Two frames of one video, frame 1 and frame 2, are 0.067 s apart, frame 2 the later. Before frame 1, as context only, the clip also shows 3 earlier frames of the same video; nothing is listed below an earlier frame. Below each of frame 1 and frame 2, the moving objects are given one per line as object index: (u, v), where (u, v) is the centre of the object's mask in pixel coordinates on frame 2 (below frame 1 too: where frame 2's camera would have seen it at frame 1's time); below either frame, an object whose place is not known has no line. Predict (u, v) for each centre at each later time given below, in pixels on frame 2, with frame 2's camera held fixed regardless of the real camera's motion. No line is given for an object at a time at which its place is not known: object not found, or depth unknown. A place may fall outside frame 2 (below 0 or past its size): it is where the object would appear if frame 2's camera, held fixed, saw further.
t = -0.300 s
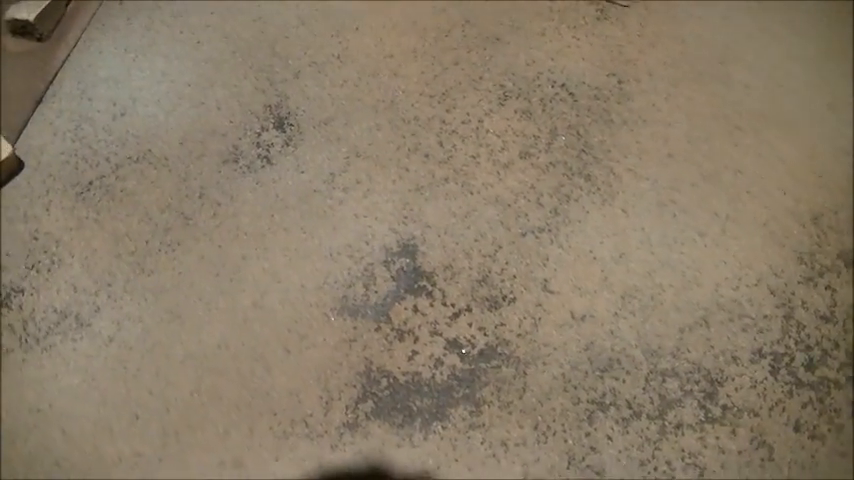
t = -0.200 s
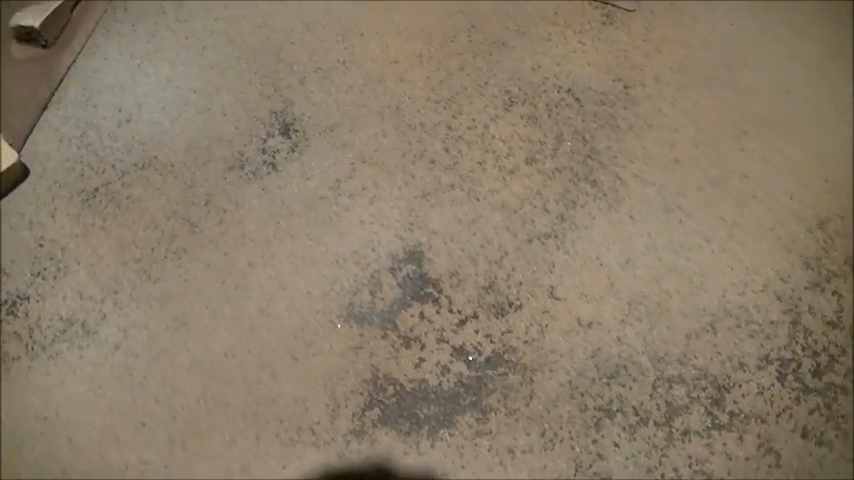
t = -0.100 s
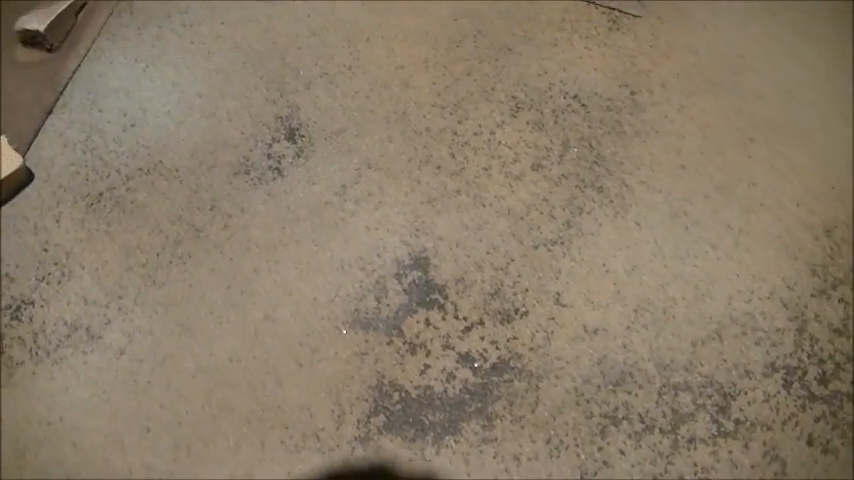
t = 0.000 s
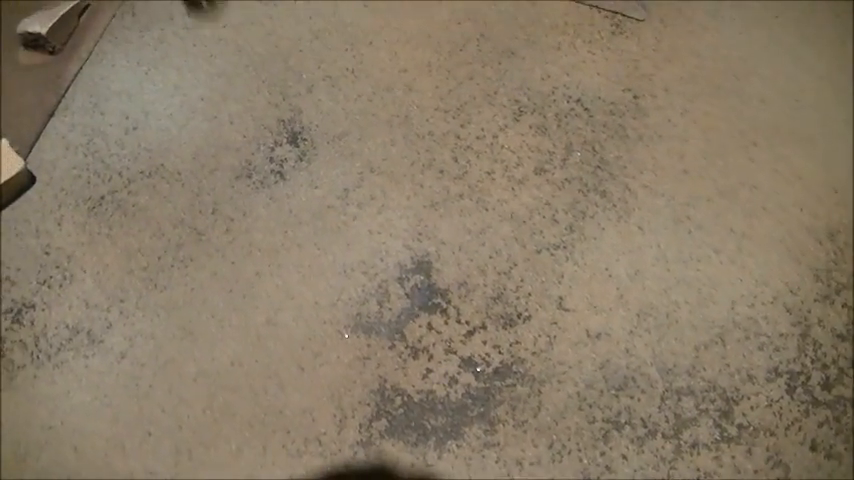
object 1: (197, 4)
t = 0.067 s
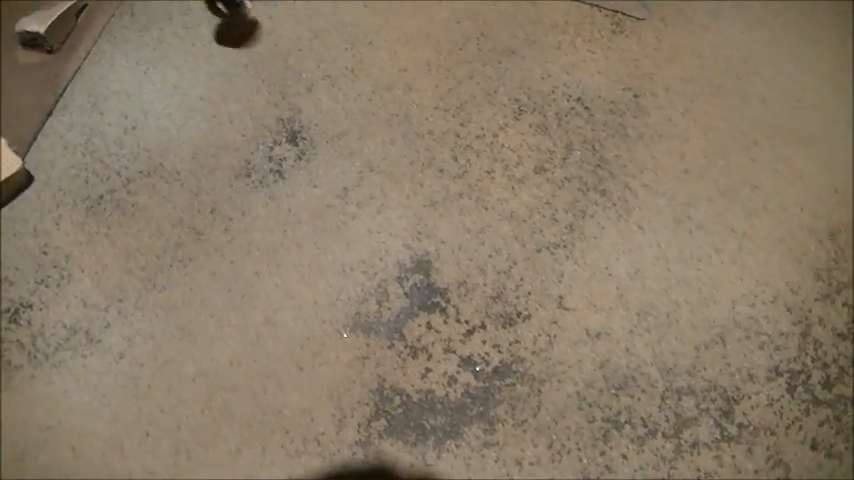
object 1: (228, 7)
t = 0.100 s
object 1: (254, 34)
